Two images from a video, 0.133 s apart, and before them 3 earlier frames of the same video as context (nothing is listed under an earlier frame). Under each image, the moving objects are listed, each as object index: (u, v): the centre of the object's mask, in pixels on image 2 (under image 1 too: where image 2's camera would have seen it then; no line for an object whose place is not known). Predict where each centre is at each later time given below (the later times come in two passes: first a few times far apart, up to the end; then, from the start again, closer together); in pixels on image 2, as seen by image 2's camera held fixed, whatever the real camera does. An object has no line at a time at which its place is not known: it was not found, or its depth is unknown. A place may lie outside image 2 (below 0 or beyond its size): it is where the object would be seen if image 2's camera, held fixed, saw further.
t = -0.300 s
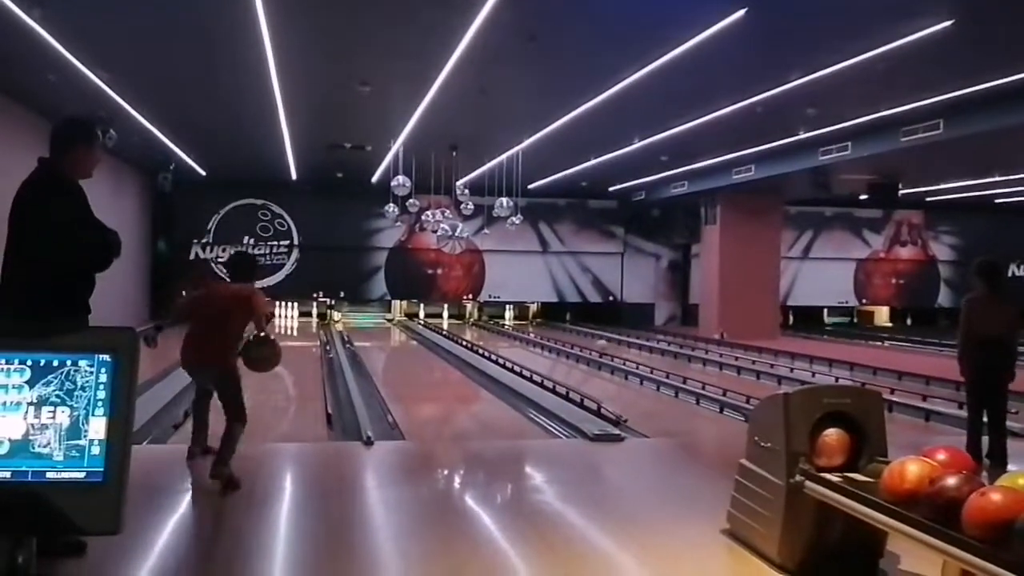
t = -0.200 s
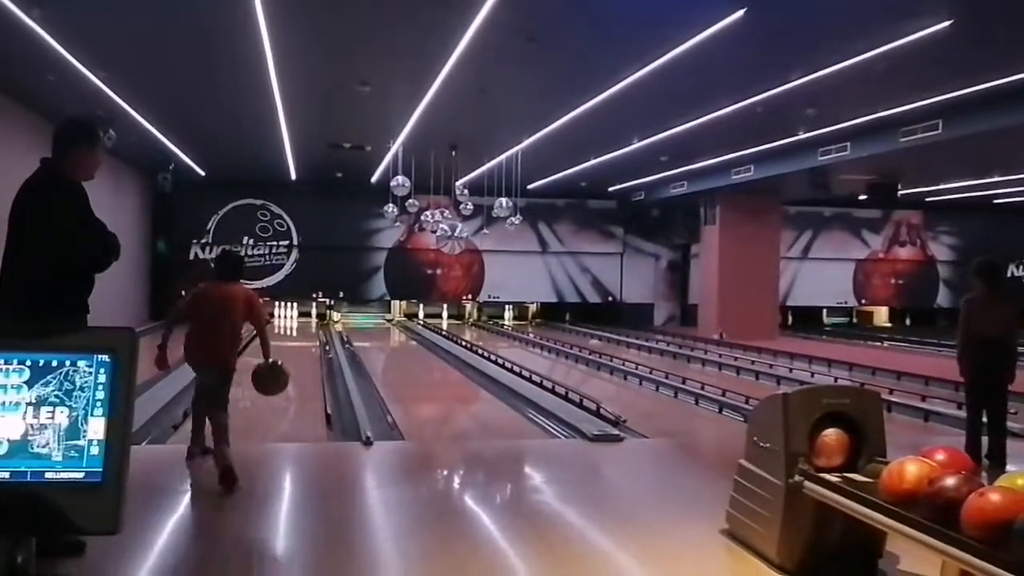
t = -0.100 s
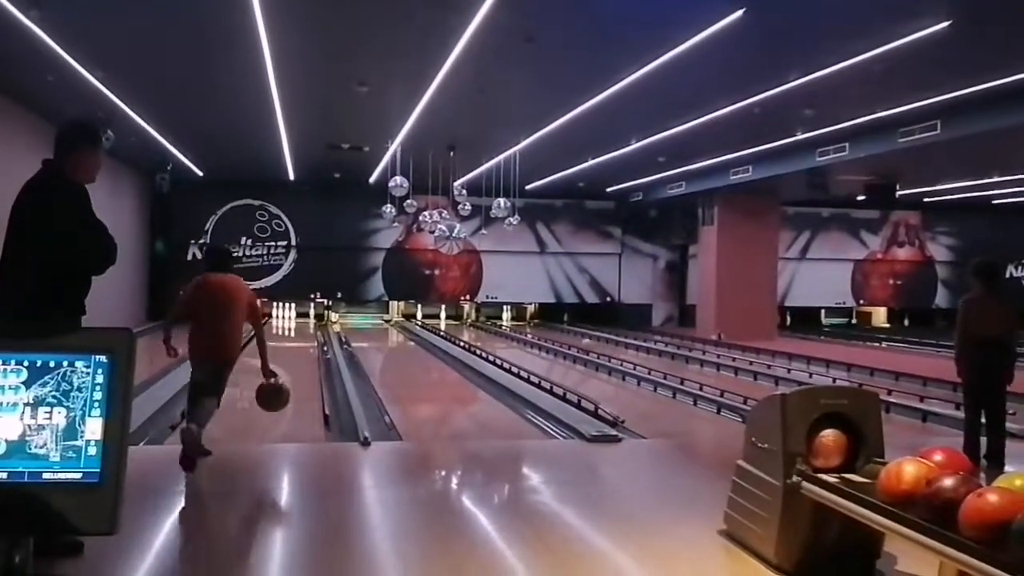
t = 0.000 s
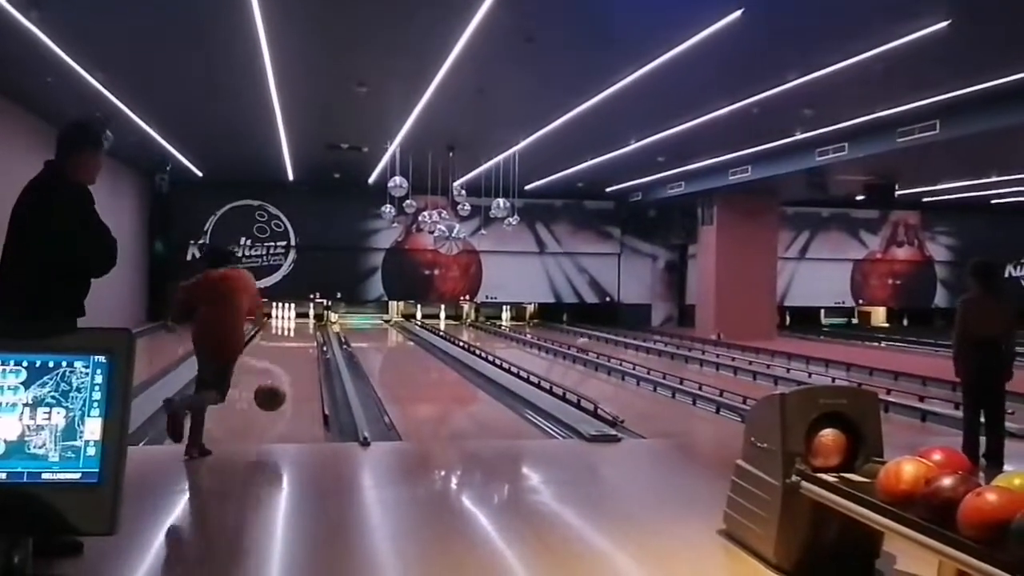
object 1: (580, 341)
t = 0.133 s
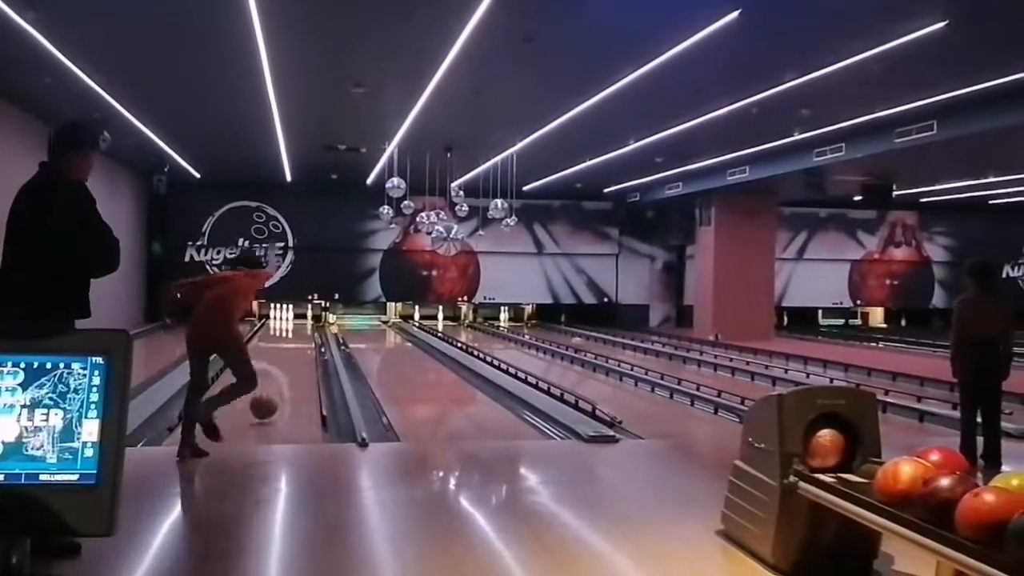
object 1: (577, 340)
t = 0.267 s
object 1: (572, 339)
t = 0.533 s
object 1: (565, 336)
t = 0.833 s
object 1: (557, 334)
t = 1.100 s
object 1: (551, 332)
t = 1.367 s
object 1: (546, 331)
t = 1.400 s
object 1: (545, 330)
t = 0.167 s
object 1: (575, 339)
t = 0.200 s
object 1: (573, 339)
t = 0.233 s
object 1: (573, 339)
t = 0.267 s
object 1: (572, 339)
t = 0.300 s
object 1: (571, 338)
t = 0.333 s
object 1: (570, 338)
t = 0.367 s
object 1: (570, 338)
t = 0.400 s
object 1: (569, 337)
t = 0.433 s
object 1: (568, 337)
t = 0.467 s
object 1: (567, 337)
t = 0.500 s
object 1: (566, 336)
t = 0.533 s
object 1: (565, 336)
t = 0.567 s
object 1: (564, 335)
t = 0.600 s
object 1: (563, 335)
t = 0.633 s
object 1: (560, 335)
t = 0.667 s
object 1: (561, 335)
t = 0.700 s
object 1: (560, 335)
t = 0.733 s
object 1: (559, 334)
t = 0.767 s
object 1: (557, 335)
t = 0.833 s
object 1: (557, 334)
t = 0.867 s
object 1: (557, 335)
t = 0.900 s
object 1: (555, 334)
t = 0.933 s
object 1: (554, 334)
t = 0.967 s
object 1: (553, 333)
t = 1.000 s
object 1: (553, 333)
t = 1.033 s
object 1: (552, 333)
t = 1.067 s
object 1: (551, 333)
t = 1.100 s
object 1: (551, 332)
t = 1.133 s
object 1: (550, 331)
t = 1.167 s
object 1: (550, 332)
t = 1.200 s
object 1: (549, 331)
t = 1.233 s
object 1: (549, 331)
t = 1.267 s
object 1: (548, 331)
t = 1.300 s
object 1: (547, 331)
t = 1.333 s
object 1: (546, 331)
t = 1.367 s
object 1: (546, 331)
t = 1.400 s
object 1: (545, 330)
